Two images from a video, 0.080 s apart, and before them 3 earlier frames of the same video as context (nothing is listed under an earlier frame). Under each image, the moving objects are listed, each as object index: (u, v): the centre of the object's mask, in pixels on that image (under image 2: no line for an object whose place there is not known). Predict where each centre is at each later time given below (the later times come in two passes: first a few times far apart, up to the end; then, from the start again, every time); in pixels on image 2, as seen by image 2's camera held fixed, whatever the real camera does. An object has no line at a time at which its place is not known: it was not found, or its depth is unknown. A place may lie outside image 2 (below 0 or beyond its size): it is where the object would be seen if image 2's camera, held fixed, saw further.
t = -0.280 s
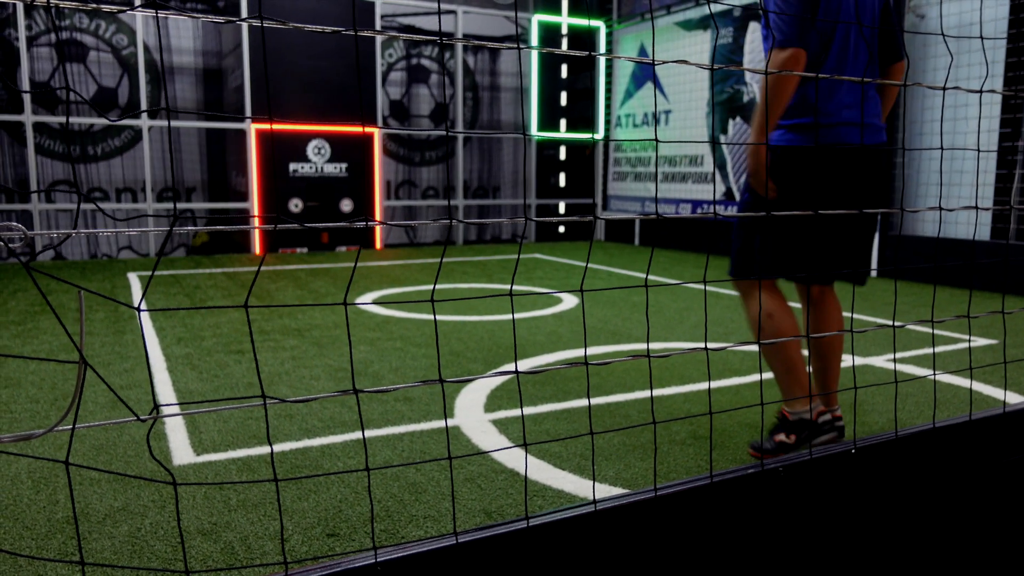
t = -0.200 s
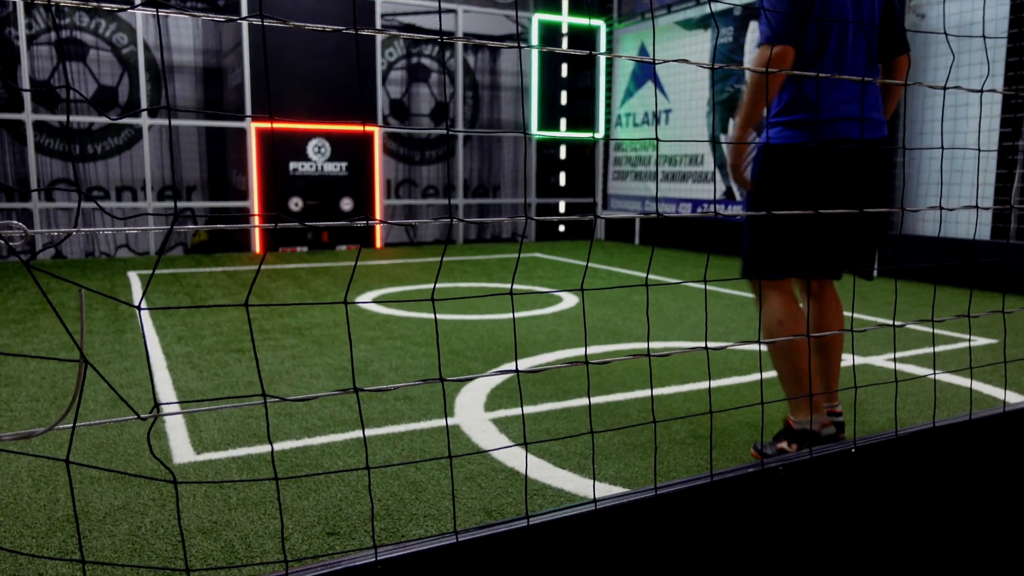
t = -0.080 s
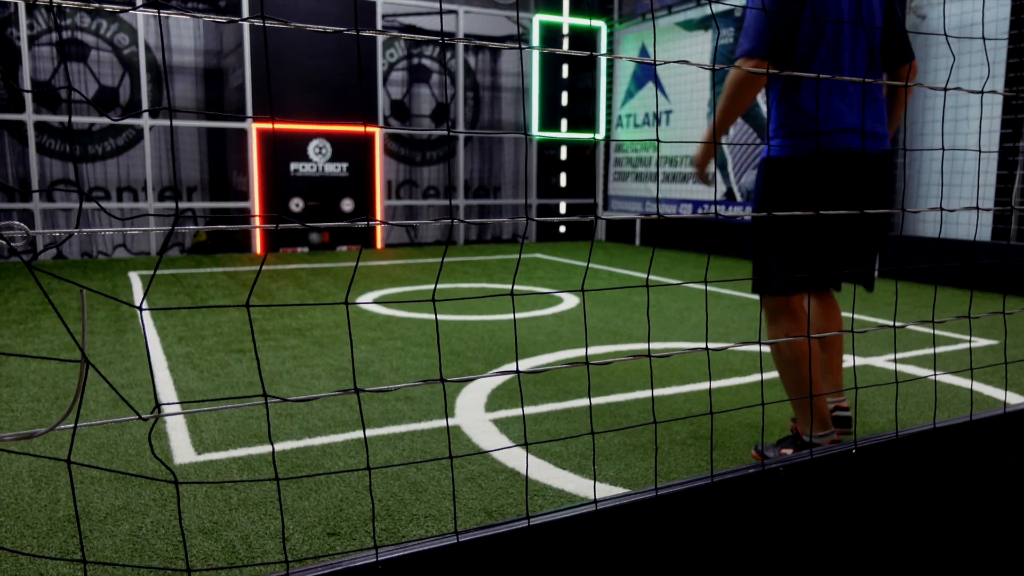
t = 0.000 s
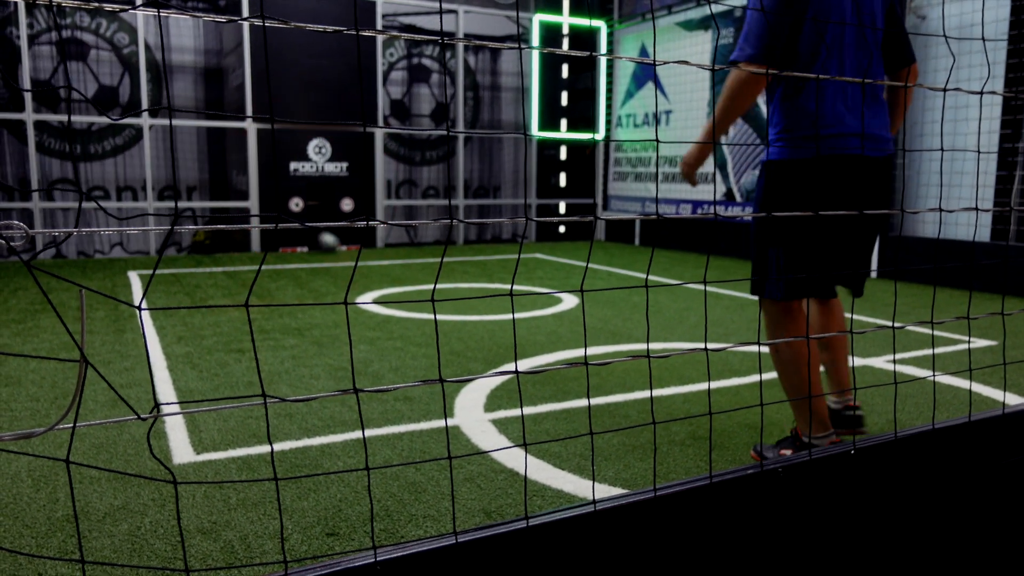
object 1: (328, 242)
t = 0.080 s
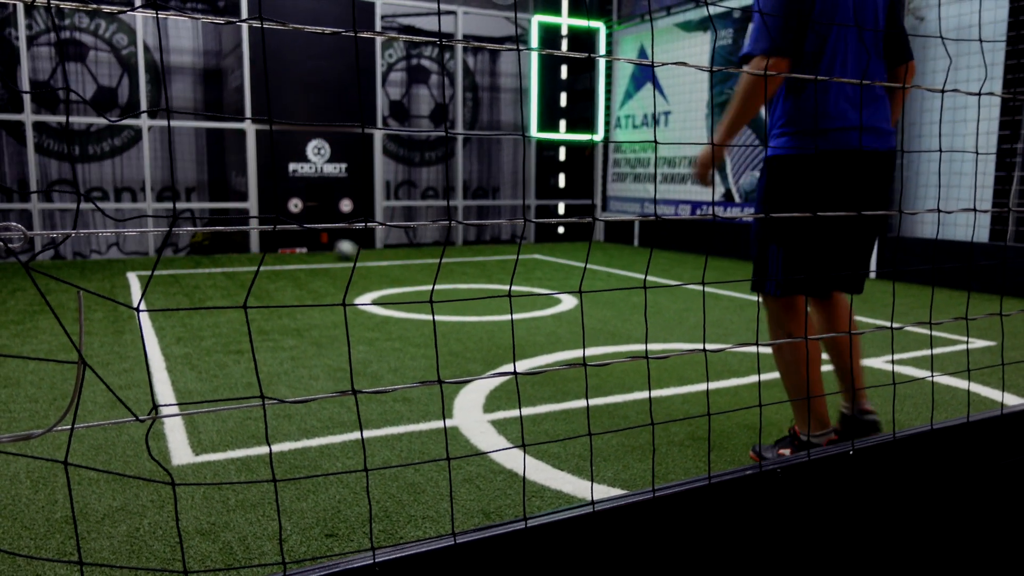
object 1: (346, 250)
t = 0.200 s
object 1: (376, 260)
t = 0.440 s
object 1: (453, 286)
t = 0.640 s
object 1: (529, 312)
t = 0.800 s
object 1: (612, 334)
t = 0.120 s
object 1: (355, 252)
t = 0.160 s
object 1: (367, 257)
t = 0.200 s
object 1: (376, 260)
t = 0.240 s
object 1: (388, 264)
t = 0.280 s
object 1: (400, 268)
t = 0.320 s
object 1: (413, 272)
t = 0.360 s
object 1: (423, 275)
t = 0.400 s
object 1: (437, 280)
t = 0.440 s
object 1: (453, 286)
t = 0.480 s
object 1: (465, 289)
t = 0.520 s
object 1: (480, 294)
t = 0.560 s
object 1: (495, 300)
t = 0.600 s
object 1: (511, 305)
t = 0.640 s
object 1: (529, 312)
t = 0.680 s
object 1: (547, 317)
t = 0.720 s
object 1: (567, 326)
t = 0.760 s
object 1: (588, 328)
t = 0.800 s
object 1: (612, 334)
